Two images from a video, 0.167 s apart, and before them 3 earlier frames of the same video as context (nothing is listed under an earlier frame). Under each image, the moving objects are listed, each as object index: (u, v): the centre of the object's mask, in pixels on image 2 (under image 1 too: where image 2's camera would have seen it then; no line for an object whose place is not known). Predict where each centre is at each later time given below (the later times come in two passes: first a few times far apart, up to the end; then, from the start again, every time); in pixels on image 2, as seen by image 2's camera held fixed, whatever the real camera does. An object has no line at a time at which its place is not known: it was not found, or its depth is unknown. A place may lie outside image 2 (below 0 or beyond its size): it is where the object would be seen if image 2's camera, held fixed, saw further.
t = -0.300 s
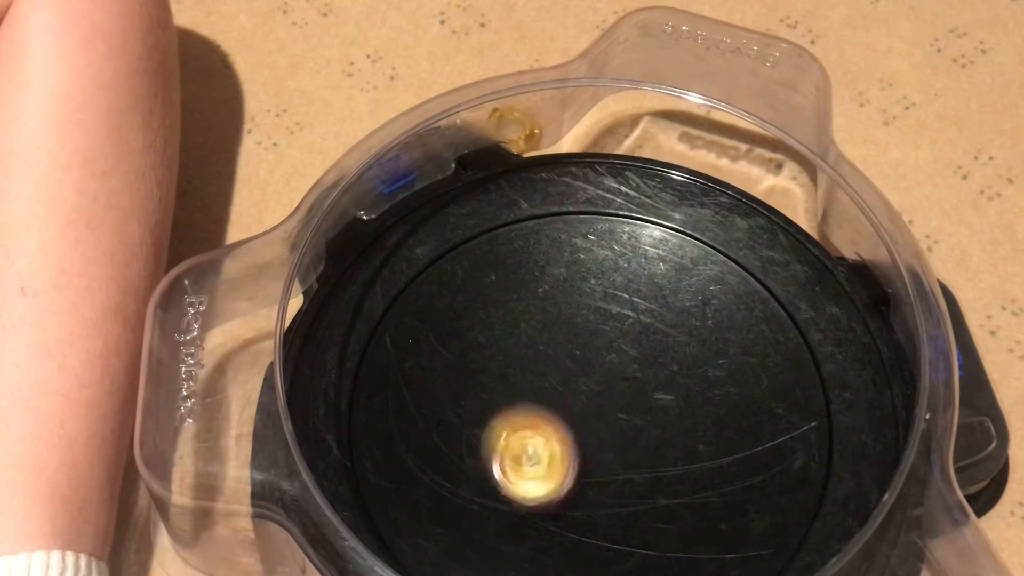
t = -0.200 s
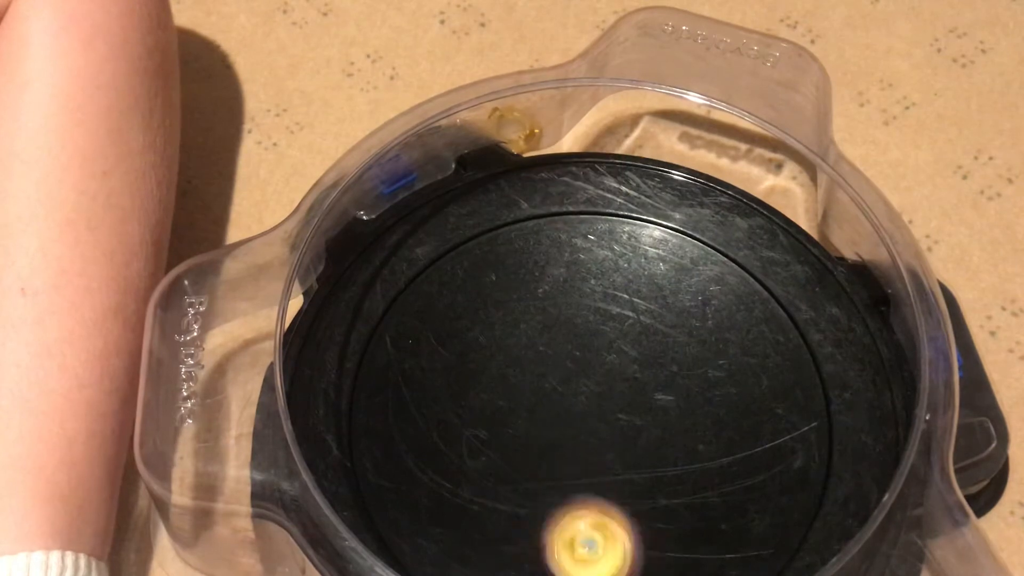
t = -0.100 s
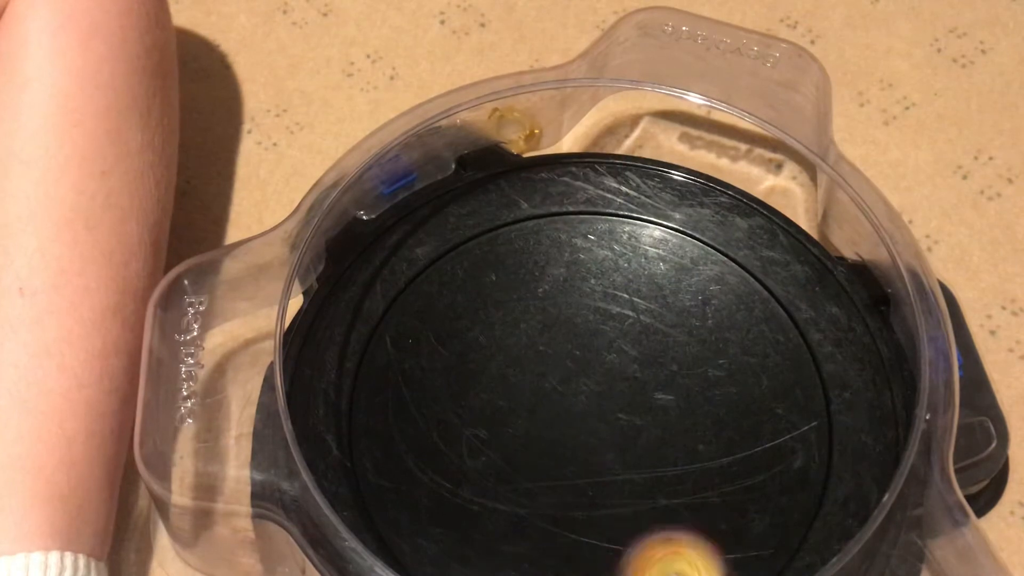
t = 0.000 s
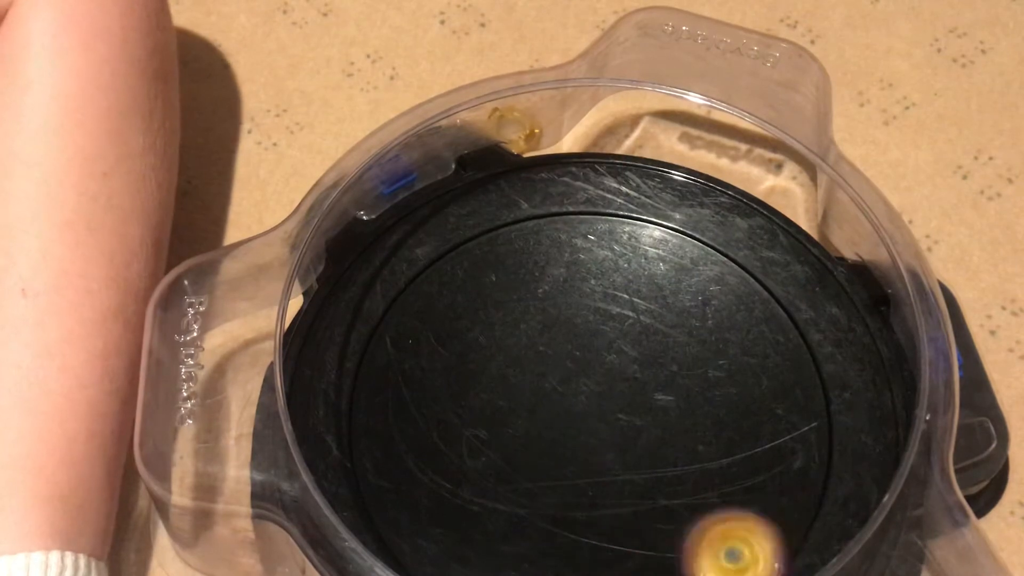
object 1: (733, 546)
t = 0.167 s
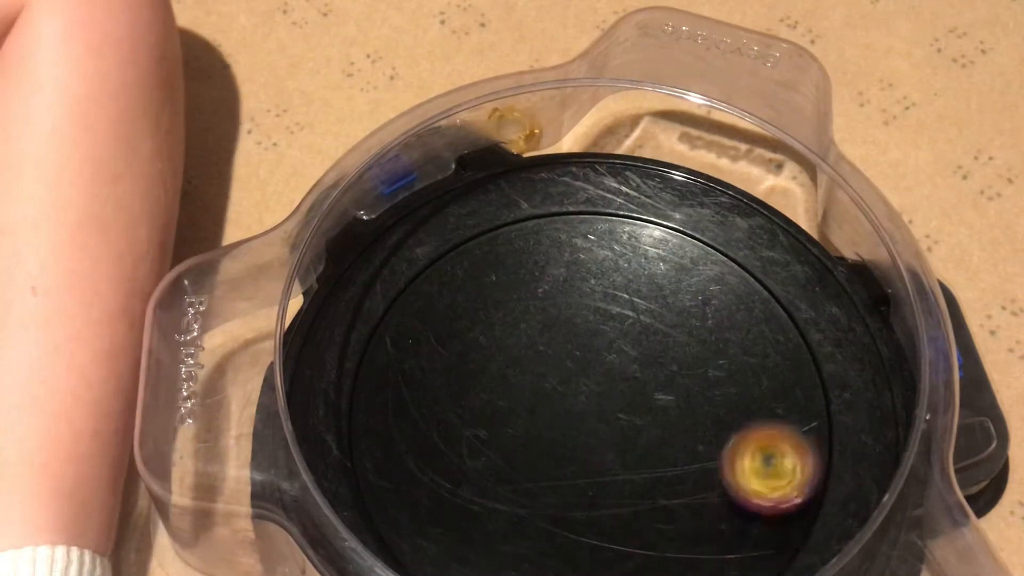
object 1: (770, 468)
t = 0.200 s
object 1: (765, 449)
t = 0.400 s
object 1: (628, 376)
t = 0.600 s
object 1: (470, 401)
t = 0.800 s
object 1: (444, 502)
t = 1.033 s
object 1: (596, 504)
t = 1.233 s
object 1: (625, 360)
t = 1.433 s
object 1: (554, 279)
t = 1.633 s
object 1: (473, 325)
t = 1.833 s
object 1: (543, 434)
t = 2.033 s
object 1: (666, 445)
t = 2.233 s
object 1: (708, 378)
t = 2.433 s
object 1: (621, 345)
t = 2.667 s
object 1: (539, 435)
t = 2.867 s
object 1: (585, 494)
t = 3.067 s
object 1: (631, 446)
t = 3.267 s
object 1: (589, 379)
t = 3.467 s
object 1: (519, 377)
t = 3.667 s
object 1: (517, 425)
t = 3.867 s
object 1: (587, 435)
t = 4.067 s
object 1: (624, 383)
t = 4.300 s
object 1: (573, 352)
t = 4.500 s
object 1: (545, 408)
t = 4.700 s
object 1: (594, 450)
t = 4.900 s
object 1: (639, 417)
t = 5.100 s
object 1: (598, 373)
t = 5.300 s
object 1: (539, 394)
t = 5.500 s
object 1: (547, 445)
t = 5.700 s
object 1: (606, 438)
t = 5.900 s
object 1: (618, 385)
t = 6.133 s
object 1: (558, 356)
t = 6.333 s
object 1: (530, 396)
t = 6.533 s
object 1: (561, 450)
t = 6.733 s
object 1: (622, 442)
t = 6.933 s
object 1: (635, 389)
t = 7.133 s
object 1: (589, 357)
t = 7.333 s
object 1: (533, 374)
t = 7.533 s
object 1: (523, 425)
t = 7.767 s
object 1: (585, 459)
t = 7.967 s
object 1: (631, 429)
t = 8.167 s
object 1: (635, 379)
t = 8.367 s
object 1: (591, 351)
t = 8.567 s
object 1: (543, 364)
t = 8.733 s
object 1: (523, 403)
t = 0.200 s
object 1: (765, 449)
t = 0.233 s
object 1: (754, 430)
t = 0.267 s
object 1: (737, 413)
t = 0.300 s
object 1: (714, 399)
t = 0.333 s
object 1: (687, 388)
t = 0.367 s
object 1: (659, 381)
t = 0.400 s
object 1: (628, 376)
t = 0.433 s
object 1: (602, 373)
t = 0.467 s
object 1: (571, 374)
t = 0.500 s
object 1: (543, 375)
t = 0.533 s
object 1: (518, 383)
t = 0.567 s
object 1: (493, 391)
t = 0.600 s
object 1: (470, 401)
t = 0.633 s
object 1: (455, 414)
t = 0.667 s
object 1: (440, 429)
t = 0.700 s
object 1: (432, 445)
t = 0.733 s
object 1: (431, 463)
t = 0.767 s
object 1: (434, 483)
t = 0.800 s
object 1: (444, 502)
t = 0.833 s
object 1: (459, 519)
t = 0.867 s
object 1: (479, 532)
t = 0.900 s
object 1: (502, 537)
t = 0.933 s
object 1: (528, 538)
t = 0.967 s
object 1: (554, 534)
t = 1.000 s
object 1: (577, 524)
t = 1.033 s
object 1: (596, 504)
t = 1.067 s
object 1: (613, 481)
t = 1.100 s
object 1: (625, 458)
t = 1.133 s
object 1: (632, 434)
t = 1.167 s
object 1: (631, 407)
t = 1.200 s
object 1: (628, 381)
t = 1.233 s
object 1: (625, 360)
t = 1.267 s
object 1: (618, 339)
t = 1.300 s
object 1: (607, 320)
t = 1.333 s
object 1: (596, 302)
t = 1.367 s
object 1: (585, 291)
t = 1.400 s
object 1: (571, 284)
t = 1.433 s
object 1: (554, 279)
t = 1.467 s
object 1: (536, 278)
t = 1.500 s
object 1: (522, 281)
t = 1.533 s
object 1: (507, 286)
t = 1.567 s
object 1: (492, 296)
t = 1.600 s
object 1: (479, 308)
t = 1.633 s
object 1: (473, 325)
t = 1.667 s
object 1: (473, 345)
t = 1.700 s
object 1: (478, 366)
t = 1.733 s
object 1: (488, 387)
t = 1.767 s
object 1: (502, 406)
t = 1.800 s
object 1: (521, 422)
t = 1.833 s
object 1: (543, 434)
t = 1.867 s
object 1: (567, 445)
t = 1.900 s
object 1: (589, 453)
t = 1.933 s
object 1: (610, 457)
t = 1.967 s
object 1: (628, 456)
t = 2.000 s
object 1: (646, 451)
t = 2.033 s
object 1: (666, 445)
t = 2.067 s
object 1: (681, 439)
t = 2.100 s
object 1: (696, 430)
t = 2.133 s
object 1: (707, 420)
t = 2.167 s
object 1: (713, 407)
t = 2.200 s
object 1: (714, 392)
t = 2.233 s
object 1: (708, 378)
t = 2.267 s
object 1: (701, 363)
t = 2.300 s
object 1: (689, 353)
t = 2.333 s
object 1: (674, 345)
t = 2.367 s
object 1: (658, 341)
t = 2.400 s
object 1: (641, 342)
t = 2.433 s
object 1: (621, 345)
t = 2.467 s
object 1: (602, 351)
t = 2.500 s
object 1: (583, 363)
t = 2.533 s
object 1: (568, 373)
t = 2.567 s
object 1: (556, 387)
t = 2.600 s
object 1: (547, 402)
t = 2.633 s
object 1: (541, 419)
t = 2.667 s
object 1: (539, 435)
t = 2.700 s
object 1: (541, 450)
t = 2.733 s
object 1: (545, 465)
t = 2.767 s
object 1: (553, 477)
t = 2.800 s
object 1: (562, 487)
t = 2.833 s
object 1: (573, 491)
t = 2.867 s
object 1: (585, 494)
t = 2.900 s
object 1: (597, 494)
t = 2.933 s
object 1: (608, 489)
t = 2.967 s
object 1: (617, 482)
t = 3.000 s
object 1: (624, 472)
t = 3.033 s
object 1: (629, 459)
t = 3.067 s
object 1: (631, 446)
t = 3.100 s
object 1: (630, 433)
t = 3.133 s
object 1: (626, 420)
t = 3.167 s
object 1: (620, 407)
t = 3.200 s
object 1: (611, 396)
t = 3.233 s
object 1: (600, 387)
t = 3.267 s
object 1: (589, 379)
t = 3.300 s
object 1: (576, 374)
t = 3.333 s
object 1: (563, 370)
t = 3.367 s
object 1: (550, 368)
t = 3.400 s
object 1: (539, 370)
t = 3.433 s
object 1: (528, 372)
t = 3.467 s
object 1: (519, 377)
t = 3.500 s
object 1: (513, 383)
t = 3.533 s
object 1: (509, 390)
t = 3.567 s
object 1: (507, 399)
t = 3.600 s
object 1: (508, 408)
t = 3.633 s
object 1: (511, 417)
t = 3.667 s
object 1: (517, 425)
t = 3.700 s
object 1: (527, 433)
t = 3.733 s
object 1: (537, 438)
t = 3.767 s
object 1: (550, 441)
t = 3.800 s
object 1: (562, 441)
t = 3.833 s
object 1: (575, 438)
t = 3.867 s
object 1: (587, 435)
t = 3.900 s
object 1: (597, 428)
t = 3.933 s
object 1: (607, 420)
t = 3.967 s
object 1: (614, 411)
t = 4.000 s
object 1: (620, 403)
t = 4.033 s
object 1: (623, 393)
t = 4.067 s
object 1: (624, 383)
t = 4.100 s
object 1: (623, 373)
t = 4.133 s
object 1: (619, 364)
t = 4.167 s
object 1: (614, 357)
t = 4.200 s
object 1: (606, 352)
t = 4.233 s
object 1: (595, 349)
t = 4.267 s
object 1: (585, 349)
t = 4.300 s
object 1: (573, 352)
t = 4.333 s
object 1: (563, 357)
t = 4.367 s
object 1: (554, 364)
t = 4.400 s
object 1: (547, 373)
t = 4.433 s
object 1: (543, 384)
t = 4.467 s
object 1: (543, 396)
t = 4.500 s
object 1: (545, 408)
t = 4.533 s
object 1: (550, 419)
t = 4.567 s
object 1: (557, 429)
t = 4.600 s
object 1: (565, 436)
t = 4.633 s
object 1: (575, 443)
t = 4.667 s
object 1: (584, 448)
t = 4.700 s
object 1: (594, 450)
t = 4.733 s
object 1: (605, 451)
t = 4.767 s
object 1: (616, 449)
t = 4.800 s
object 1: (626, 444)
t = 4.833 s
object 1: (632, 436)
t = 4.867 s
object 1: (638, 427)
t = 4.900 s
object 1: (639, 417)
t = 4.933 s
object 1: (636, 408)
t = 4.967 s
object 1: (632, 399)
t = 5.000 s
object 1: (625, 391)
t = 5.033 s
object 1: (620, 384)
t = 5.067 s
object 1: (611, 377)
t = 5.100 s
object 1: (598, 373)
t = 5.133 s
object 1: (585, 372)
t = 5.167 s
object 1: (572, 373)
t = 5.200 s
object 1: (561, 376)
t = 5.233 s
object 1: (552, 381)
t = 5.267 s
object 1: (547, 386)
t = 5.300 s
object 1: (539, 394)
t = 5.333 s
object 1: (533, 402)
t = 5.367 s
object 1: (530, 412)
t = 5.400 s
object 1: (531, 423)
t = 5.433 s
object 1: (535, 432)
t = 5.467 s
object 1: (541, 440)
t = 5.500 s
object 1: (547, 445)
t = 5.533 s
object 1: (555, 450)
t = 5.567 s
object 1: (567, 454)
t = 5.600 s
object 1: (579, 453)
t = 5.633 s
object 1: (592, 451)
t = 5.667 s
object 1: (601, 444)
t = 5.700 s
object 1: (606, 438)
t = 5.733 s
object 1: (613, 433)
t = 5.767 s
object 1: (620, 424)
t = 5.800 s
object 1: (623, 412)
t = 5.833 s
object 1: (623, 402)
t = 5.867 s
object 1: (618, 393)
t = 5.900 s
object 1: (618, 385)
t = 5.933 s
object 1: (614, 376)
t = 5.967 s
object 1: (607, 367)
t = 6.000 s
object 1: (598, 362)
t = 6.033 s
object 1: (589, 359)
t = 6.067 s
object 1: (583, 355)
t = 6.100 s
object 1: (571, 353)
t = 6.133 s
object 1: (558, 356)
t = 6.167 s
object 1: (550, 360)
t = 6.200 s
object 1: (546, 365)
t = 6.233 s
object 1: (538, 370)
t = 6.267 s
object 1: (530, 379)
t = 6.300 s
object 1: (528, 388)
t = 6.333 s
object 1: (530, 396)
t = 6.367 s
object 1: (528, 405)
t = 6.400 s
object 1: (529, 418)
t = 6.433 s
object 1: (536, 427)
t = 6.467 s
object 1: (545, 435)
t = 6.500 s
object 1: (550, 441)
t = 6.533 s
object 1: (561, 450)
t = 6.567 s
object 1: (573, 454)
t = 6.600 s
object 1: (585, 454)
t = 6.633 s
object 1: (592, 455)
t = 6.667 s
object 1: (606, 454)
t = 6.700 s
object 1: (617, 450)
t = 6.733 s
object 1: (622, 442)
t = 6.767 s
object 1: (632, 437)
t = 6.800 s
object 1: (638, 428)
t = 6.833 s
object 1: (639, 417)
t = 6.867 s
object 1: (639, 411)
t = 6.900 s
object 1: (639, 400)
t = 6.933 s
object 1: (635, 389)
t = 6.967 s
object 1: (628, 384)
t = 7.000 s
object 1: (626, 376)
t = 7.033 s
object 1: (617, 368)
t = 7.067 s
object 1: (606, 365)
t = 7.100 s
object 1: (601, 360)
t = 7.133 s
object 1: (589, 357)
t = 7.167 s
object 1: (577, 358)
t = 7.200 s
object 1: (571, 359)
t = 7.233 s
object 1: (558, 359)
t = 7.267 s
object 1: (547, 365)
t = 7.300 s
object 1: (543, 369)
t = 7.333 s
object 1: (533, 374)
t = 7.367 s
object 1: (527, 383)
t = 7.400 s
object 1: (526, 390)
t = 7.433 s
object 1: (520, 397)
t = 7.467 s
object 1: (520, 408)
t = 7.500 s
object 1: (525, 416)
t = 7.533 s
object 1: (523, 425)
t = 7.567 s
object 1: (530, 435)
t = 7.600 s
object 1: (538, 439)
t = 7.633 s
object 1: (542, 449)
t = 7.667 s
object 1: (553, 453)
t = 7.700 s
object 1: (562, 454)
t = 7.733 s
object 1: (573, 459)
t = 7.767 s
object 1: (585, 459)
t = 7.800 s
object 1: (591, 456)
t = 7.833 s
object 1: (605, 455)
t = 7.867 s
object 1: (614, 448)
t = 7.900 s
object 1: (620, 445)
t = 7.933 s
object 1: (630, 437)
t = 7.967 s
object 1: (631, 429)
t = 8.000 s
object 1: (639, 423)
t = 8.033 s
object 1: (642, 411)
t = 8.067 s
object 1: (640, 405)
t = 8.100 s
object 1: (641, 395)
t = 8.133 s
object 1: (636, 387)
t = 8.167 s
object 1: (635, 379)
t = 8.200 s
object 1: (630, 370)
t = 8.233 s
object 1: (625, 367)
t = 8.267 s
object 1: (619, 359)
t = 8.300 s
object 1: (609, 357)
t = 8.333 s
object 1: (604, 352)
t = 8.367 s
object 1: (591, 351)
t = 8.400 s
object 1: (586, 350)
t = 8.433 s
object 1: (575, 348)
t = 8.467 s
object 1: (565, 353)
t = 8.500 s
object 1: (558, 353)
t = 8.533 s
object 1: (546, 361)
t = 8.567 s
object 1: (543, 364)
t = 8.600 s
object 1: (534, 372)
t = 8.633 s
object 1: (532, 380)
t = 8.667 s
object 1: (524, 386)
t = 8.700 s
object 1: (524, 396)
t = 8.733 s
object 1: (523, 403)
